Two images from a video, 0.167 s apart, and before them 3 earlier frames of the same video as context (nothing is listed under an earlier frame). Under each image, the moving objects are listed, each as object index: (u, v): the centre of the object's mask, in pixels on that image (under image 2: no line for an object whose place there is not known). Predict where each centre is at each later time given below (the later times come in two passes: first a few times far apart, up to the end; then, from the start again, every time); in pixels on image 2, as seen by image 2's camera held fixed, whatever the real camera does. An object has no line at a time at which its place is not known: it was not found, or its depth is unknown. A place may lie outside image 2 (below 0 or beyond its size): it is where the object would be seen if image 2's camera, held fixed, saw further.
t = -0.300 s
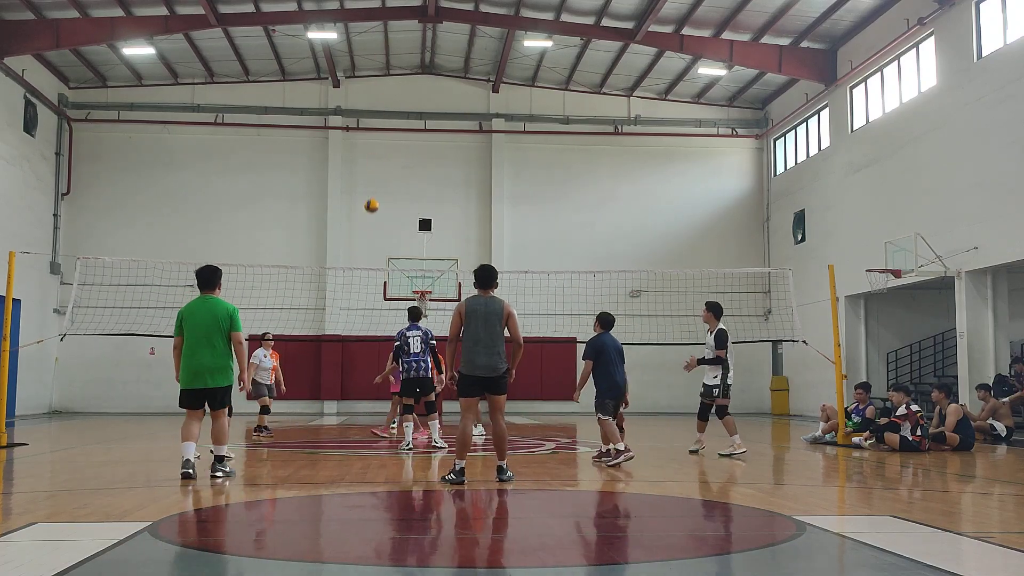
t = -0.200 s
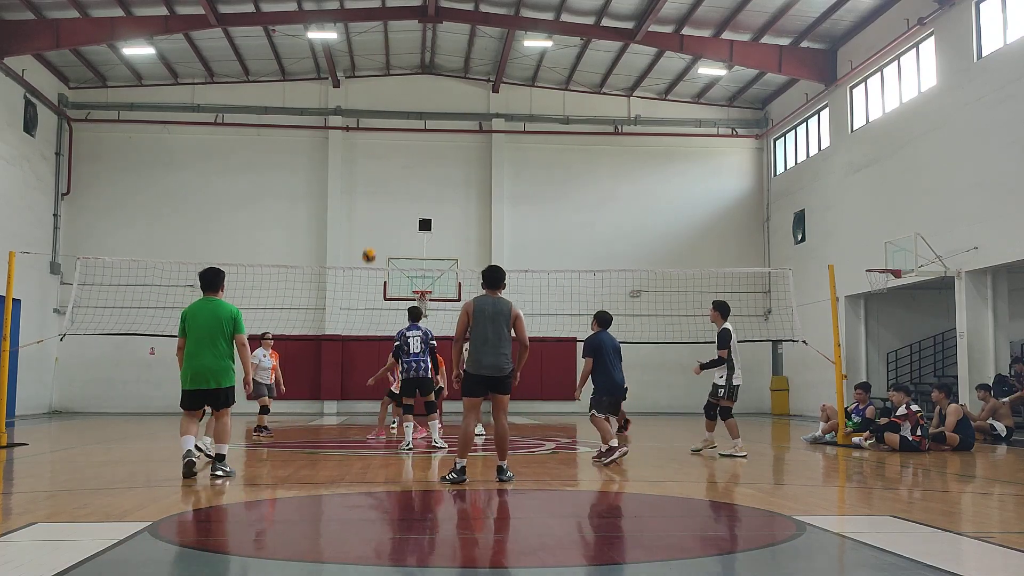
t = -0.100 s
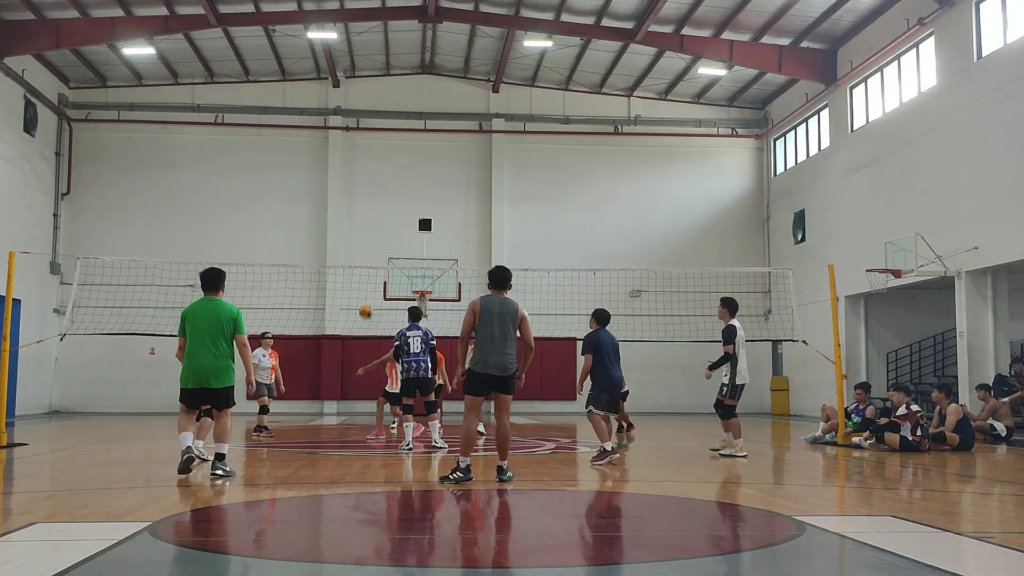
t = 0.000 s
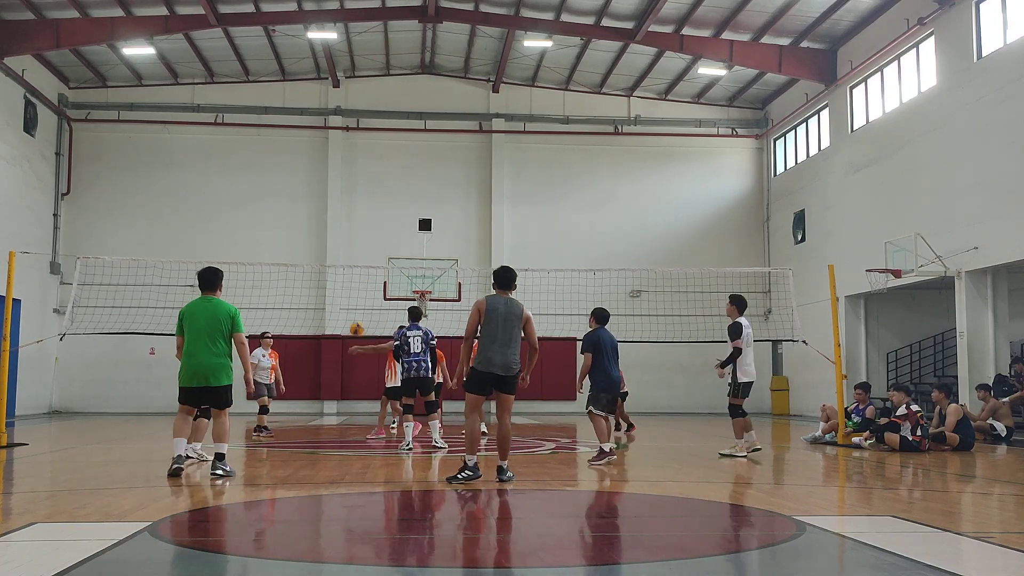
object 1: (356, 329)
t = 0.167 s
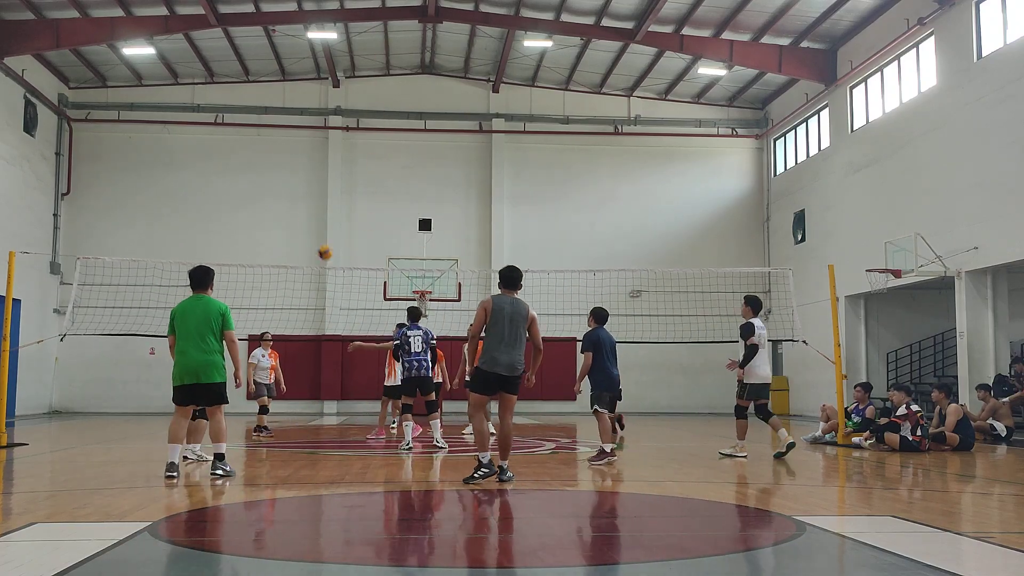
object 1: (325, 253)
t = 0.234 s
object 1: (312, 228)
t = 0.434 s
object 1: (274, 172)
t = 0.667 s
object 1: (230, 140)
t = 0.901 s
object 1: (185, 144)
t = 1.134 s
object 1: (139, 185)
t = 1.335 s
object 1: (100, 249)
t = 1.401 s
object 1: (87, 276)
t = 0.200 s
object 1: (319, 240)
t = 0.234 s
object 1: (312, 228)
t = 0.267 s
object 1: (306, 216)
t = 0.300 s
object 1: (299, 206)
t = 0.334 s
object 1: (293, 196)
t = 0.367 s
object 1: (287, 187)
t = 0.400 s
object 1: (280, 179)
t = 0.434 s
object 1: (274, 172)
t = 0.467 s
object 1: (268, 165)
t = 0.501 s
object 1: (262, 159)
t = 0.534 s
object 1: (255, 153)
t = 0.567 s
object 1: (249, 149)
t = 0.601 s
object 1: (243, 145)
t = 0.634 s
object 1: (236, 142)
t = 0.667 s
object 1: (230, 140)
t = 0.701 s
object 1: (223, 138)
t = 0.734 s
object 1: (217, 137)
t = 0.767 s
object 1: (210, 137)
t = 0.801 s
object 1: (204, 138)
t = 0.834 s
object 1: (198, 139)
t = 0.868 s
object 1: (191, 141)
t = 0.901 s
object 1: (185, 144)
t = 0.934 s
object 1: (178, 148)
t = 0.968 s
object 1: (172, 152)
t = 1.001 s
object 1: (165, 157)
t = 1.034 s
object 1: (159, 163)
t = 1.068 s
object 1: (152, 169)
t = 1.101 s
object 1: (145, 177)
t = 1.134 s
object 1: (139, 185)
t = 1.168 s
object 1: (132, 194)
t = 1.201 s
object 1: (126, 203)
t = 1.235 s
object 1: (120, 214)
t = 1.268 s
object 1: (113, 225)
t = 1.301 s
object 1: (106, 236)
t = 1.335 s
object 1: (100, 249)
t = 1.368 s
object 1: (93, 263)
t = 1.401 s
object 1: (87, 276)
